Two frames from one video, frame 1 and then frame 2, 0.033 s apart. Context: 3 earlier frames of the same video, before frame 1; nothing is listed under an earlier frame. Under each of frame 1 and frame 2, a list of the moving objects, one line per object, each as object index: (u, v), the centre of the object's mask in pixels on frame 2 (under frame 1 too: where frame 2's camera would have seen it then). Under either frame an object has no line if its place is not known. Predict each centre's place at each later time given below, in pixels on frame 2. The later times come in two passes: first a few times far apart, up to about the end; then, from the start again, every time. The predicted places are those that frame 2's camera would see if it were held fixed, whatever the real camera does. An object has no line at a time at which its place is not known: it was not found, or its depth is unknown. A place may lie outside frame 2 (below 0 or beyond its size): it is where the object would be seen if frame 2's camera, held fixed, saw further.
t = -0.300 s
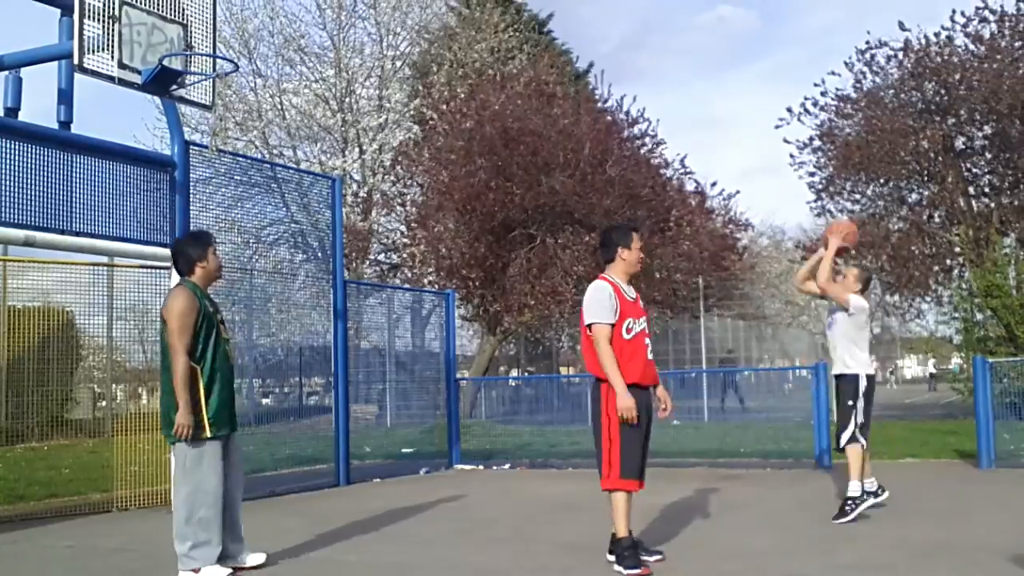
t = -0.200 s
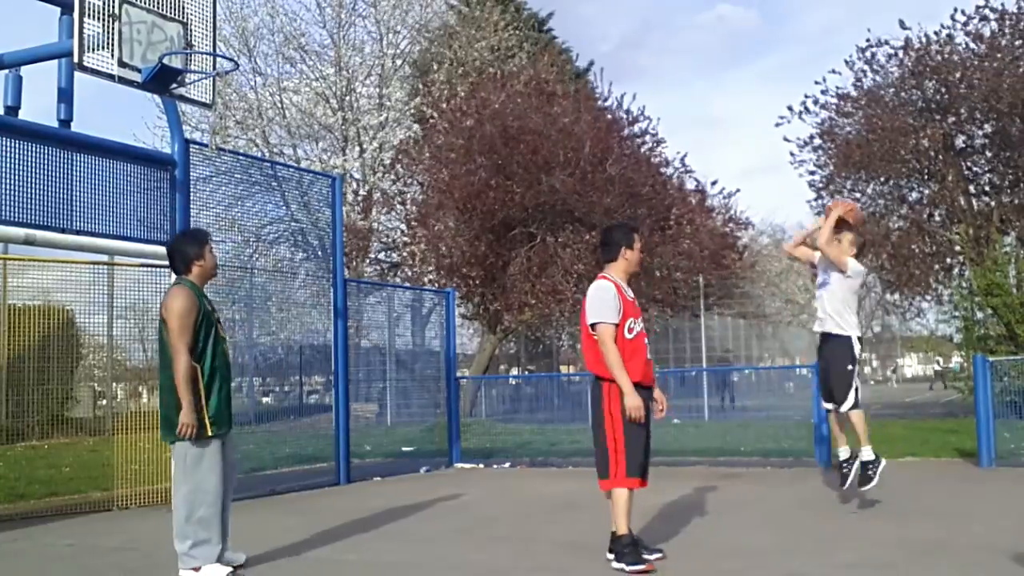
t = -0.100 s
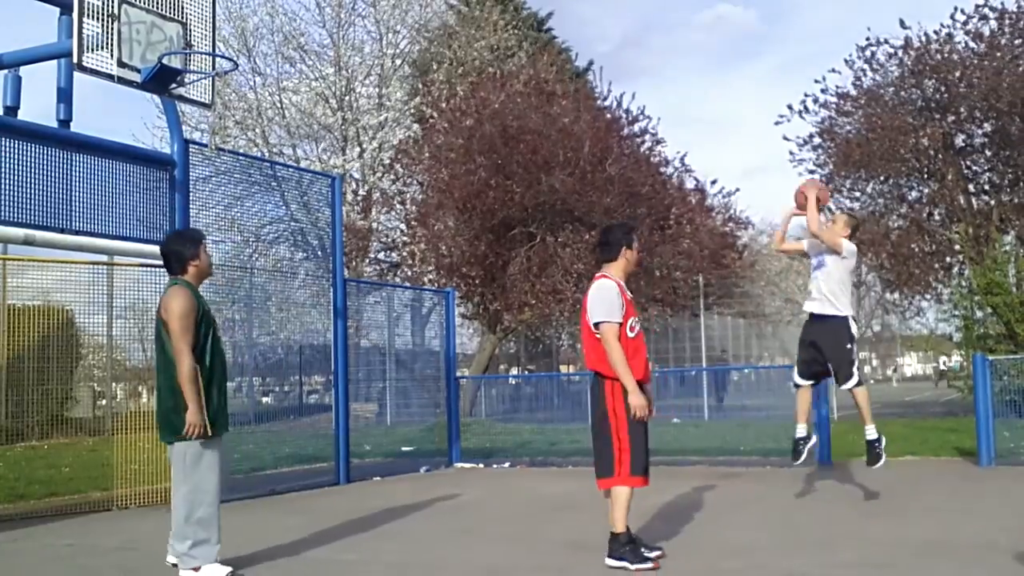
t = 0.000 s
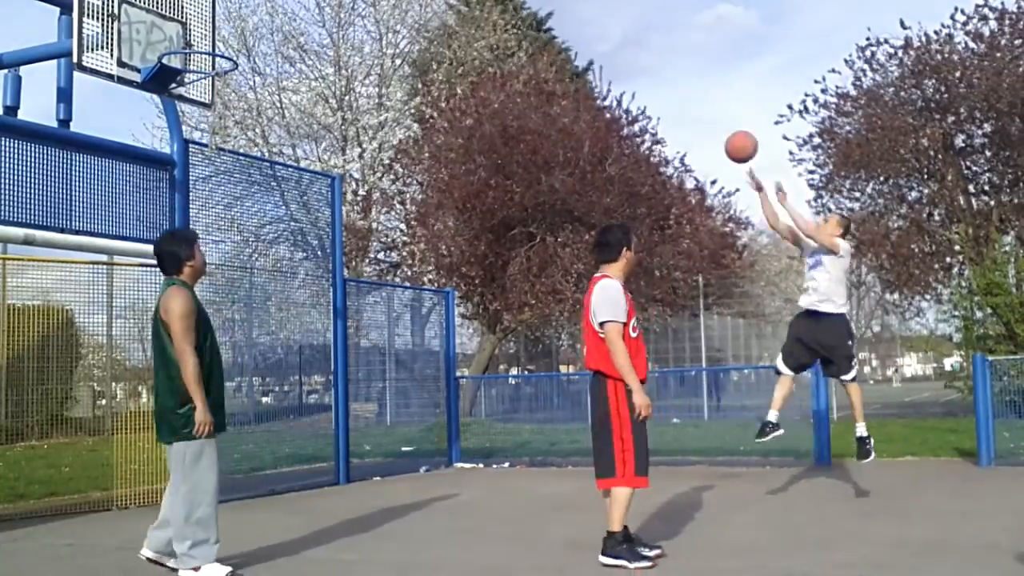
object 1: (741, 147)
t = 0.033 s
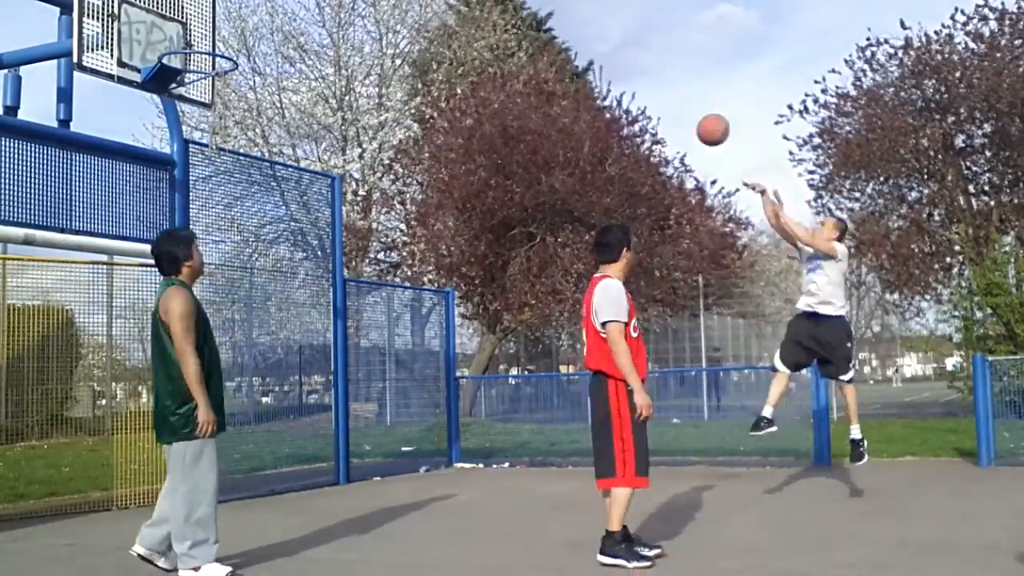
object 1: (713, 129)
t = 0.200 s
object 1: (572, 65)
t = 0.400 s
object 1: (402, 39)
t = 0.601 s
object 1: (230, 64)
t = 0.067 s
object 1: (685, 114)
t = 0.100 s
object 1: (656, 100)
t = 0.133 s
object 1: (629, 87)
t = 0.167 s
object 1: (600, 75)
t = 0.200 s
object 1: (572, 65)
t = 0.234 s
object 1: (544, 57)
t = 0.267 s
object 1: (516, 50)
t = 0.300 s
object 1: (489, 45)
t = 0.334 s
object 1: (459, 41)
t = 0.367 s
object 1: (431, 40)
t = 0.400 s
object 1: (402, 39)
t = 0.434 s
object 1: (374, 40)
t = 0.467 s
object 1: (345, 41)
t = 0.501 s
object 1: (317, 44)
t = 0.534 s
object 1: (287, 50)
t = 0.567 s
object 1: (259, 56)
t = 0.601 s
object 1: (230, 64)
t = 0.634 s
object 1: (223, 68)
